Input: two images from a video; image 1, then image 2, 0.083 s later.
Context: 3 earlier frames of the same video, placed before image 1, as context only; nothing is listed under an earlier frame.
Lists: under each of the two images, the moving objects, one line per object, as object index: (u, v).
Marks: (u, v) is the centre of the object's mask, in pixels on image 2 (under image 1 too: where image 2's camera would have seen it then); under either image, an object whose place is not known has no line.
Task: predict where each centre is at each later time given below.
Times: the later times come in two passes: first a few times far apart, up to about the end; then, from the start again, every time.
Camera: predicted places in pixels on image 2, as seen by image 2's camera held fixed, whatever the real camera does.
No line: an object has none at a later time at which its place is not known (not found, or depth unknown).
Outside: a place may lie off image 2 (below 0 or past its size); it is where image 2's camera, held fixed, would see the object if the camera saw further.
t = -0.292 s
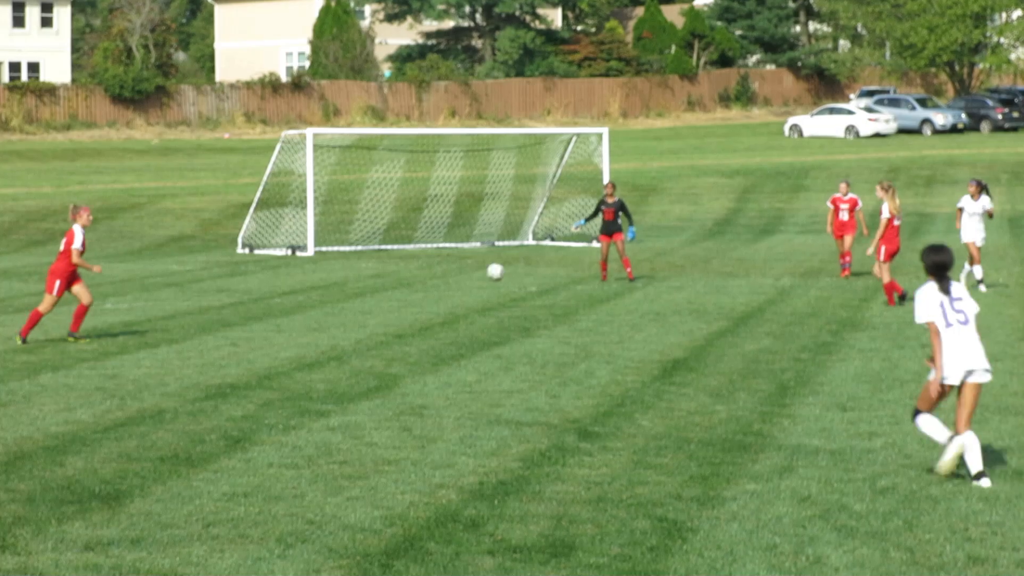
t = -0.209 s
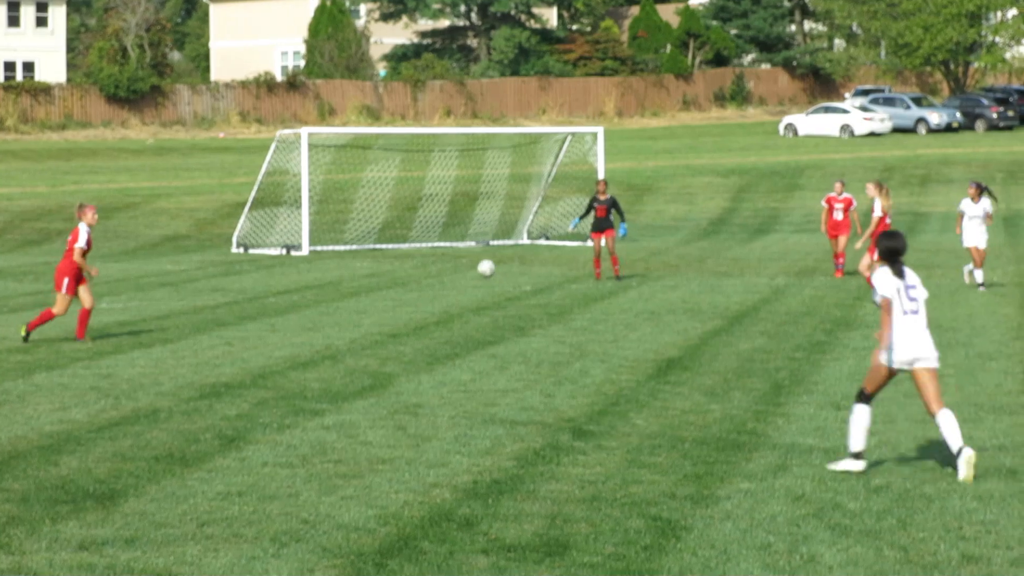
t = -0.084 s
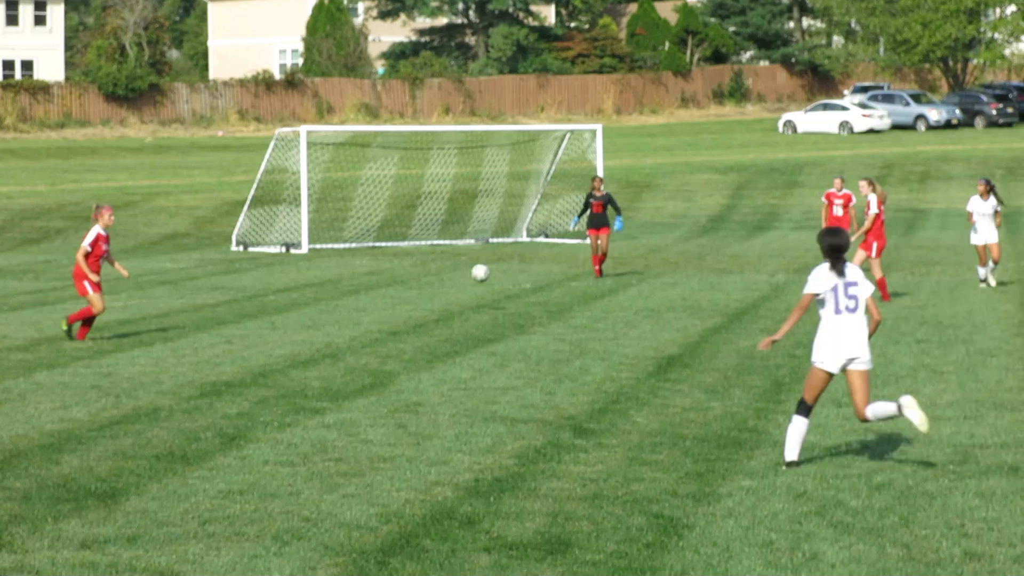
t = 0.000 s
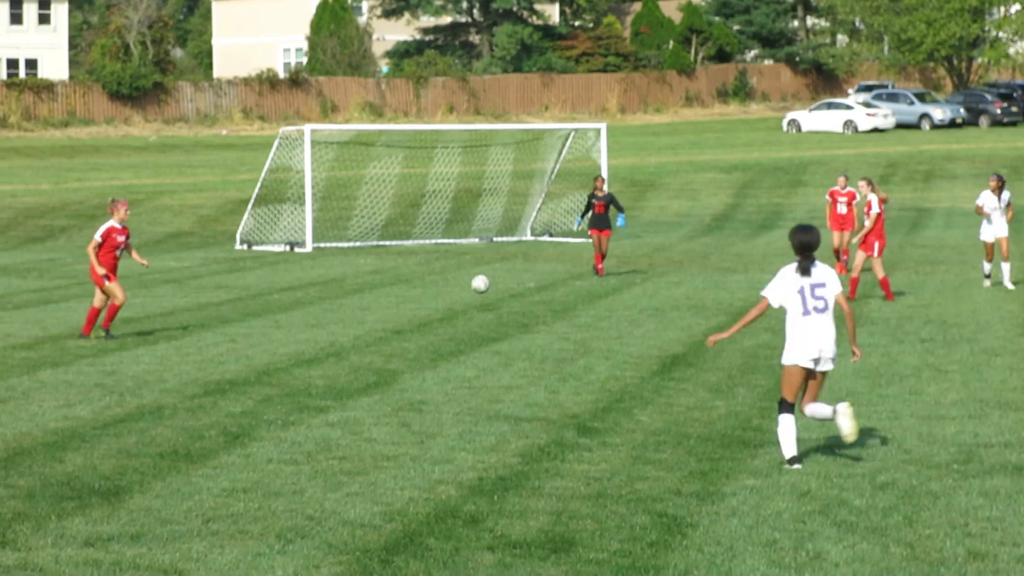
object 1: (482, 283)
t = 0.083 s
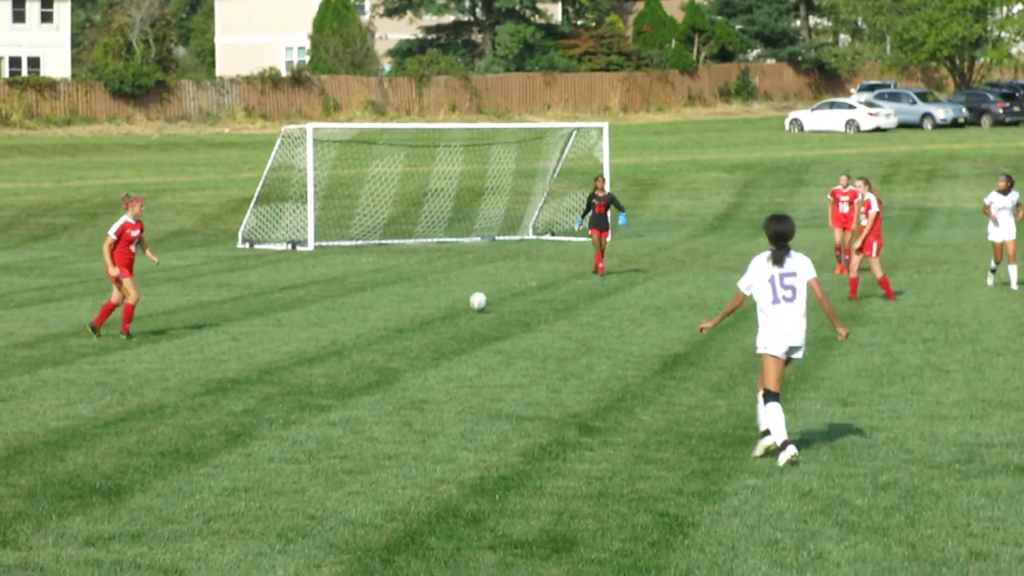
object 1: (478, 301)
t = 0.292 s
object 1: (469, 290)
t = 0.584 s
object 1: (455, 312)
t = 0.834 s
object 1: (447, 313)
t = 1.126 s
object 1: (436, 325)
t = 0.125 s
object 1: (476, 309)
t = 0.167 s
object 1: (474, 304)
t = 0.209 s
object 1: (473, 298)
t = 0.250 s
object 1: (471, 293)
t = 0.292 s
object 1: (469, 290)
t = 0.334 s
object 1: (467, 289)
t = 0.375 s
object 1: (466, 289)
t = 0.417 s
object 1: (464, 290)
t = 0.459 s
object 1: (461, 293)
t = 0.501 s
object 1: (460, 298)
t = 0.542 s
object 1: (457, 304)
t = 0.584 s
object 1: (455, 312)
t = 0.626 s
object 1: (453, 319)
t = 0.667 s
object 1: (452, 318)
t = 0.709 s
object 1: (451, 315)
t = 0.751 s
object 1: (449, 313)
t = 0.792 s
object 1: (448, 312)
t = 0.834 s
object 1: (447, 313)
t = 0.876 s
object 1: (446, 315)
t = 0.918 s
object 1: (445, 319)
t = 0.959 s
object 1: (444, 324)
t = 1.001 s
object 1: (442, 328)
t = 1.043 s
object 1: (440, 327)
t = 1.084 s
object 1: (438, 325)
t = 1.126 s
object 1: (436, 325)
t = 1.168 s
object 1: (434, 326)
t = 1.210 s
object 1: (432, 329)
